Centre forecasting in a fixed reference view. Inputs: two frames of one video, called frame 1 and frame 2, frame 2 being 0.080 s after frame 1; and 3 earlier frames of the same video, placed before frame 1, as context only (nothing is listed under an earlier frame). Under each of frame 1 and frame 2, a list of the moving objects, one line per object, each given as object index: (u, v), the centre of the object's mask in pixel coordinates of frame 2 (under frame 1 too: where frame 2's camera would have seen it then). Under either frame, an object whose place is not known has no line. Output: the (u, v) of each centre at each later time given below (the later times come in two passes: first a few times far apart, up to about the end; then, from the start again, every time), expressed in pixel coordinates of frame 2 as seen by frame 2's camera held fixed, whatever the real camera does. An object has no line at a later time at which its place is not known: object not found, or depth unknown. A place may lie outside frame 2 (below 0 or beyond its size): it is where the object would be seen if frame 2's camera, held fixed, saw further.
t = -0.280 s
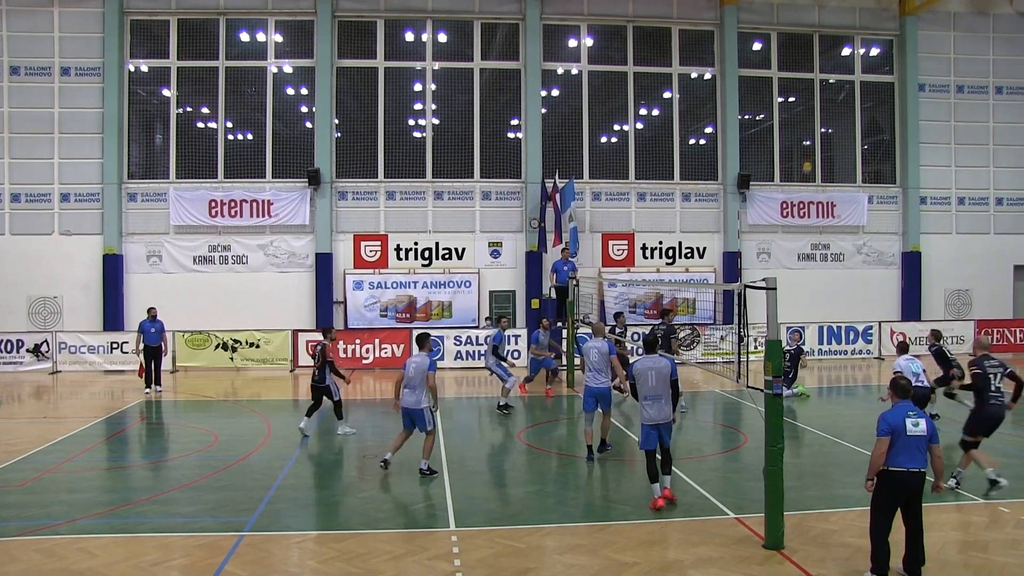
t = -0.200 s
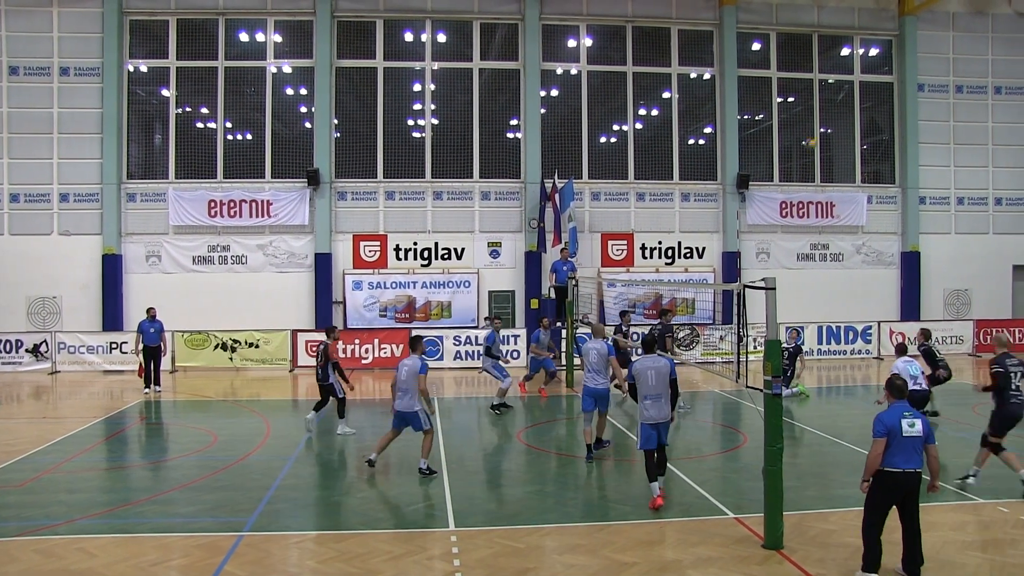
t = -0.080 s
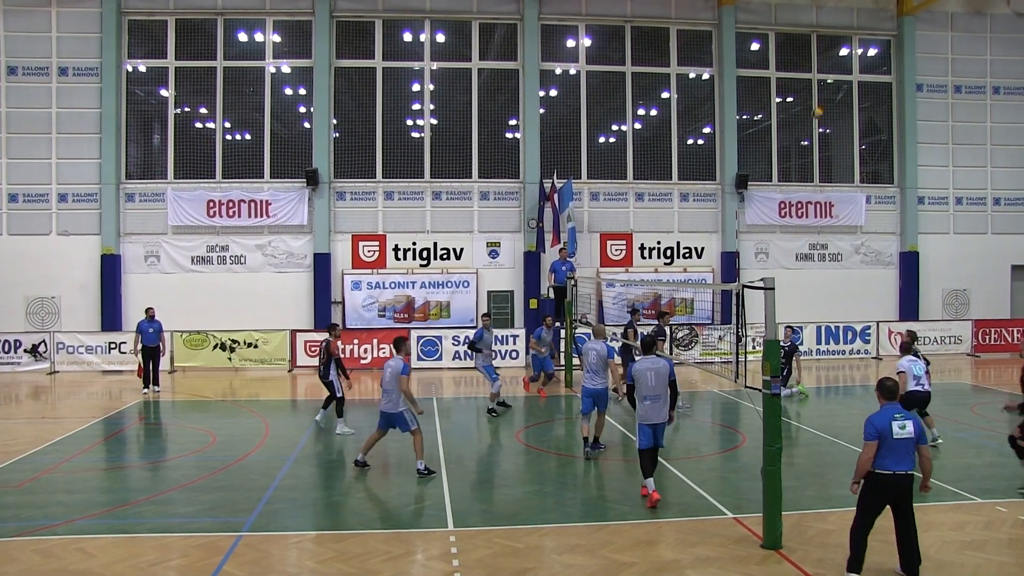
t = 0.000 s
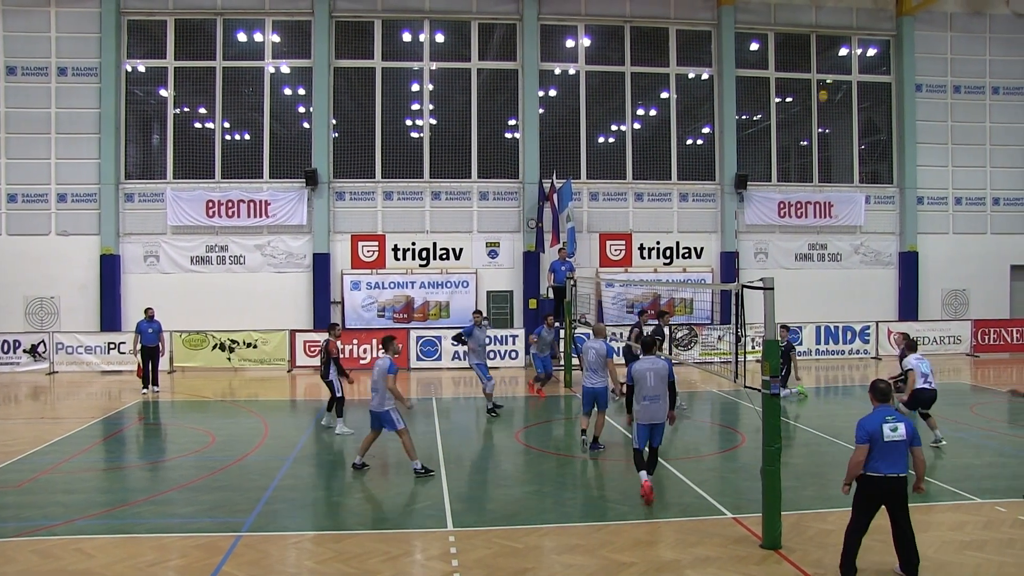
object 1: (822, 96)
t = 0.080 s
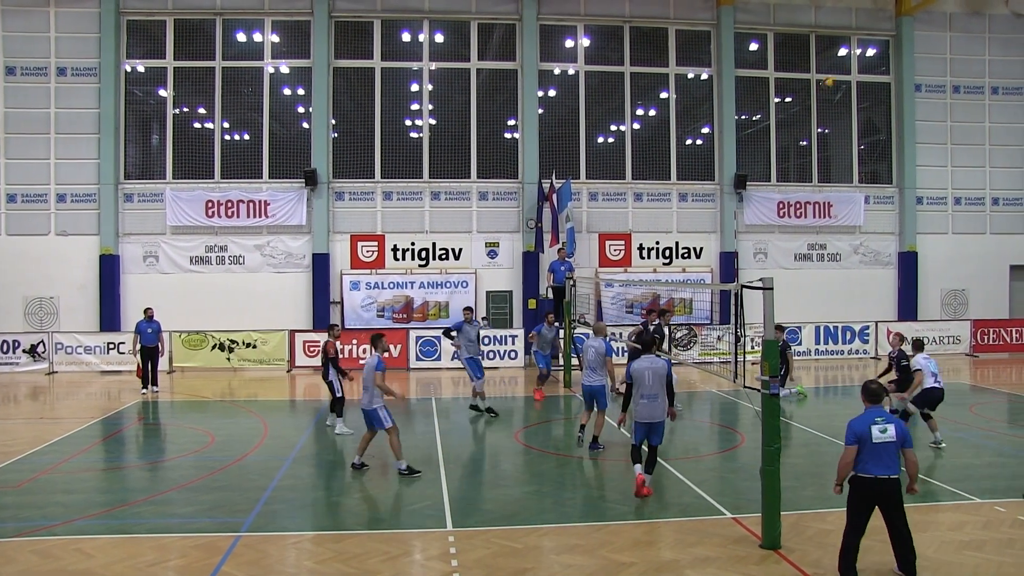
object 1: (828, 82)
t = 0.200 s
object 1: (838, 67)
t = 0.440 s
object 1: (858, 64)
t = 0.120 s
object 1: (831, 77)
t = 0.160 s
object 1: (834, 73)
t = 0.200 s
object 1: (838, 67)
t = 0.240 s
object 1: (841, 65)
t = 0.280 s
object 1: (844, 64)
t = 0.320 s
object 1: (847, 62)
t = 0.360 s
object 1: (850, 62)
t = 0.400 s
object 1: (854, 62)
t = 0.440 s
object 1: (858, 64)
